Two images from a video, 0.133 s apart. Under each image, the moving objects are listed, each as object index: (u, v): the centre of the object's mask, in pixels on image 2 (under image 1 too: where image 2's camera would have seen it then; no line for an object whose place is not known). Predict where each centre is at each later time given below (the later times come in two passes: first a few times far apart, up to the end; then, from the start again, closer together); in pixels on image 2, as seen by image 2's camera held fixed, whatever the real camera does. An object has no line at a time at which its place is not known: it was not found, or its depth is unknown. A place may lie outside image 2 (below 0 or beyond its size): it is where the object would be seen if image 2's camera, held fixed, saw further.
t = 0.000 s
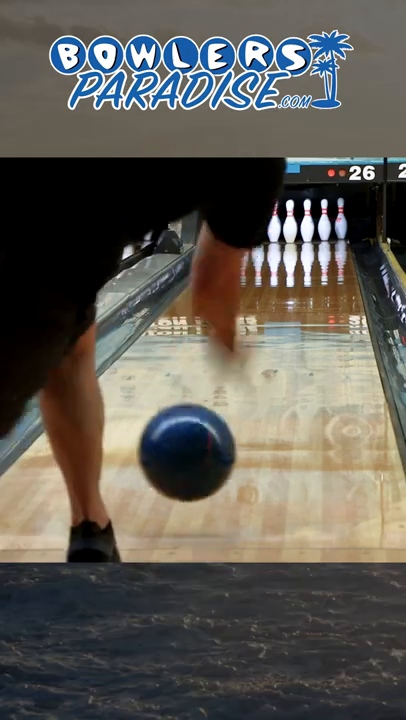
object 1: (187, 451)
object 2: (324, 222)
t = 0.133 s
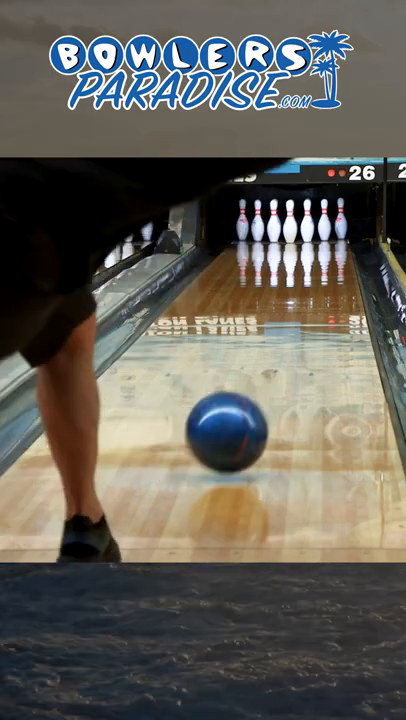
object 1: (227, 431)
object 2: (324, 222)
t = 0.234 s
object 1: (248, 407)
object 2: (324, 222)
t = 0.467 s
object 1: (285, 358)
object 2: (324, 224)
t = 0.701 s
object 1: (308, 325)
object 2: (324, 223)
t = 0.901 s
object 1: (321, 303)
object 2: (324, 222)
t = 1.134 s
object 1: (331, 282)
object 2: (324, 222)
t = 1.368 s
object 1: (335, 267)
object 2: (324, 222)
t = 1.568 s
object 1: (337, 257)
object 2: (324, 222)
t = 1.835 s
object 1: (333, 247)
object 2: (324, 219)
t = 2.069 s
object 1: (322, 239)
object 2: (324, 215)
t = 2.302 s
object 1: (305, 233)
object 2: (324, 222)
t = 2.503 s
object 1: (296, 230)
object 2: (341, 226)
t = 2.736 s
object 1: (287, 228)
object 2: (349, 228)
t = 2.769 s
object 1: (286, 229)
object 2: (347, 232)
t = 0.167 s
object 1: (234, 423)
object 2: (324, 222)
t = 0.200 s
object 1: (242, 417)
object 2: (324, 222)
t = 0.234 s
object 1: (248, 407)
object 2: (324, 222)
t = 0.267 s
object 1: (255, 399)
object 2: (324, 223)
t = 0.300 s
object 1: (261, 390)
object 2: (324, 223)
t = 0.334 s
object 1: (266, 383)
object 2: (324, 223)
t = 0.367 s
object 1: (271, 376)
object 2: (324, 223)
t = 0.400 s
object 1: (276, 369)
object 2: (324, 224)
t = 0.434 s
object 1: (281, 363)
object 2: (324, 224)
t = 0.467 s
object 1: (285, 358)
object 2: (324, 224)
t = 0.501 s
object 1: (289, 352)
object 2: (324, 224)
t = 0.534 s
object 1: (292, 347)
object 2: (324, 225)
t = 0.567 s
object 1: (296, 342)
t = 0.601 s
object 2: (324, 223)
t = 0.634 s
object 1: (302, 333)
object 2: (324, 223)
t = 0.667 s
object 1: (305, 329)
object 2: (324, 224)
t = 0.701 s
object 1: (308, 325)
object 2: (324, 223)
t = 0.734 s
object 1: (310, 321)
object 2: (324, 224)
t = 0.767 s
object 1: (313, 317)
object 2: (324, 223)
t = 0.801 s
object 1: (315, 313)
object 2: (324, 224)
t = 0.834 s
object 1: (317, 310)
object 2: (324, 223)
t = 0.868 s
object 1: (319, 306)
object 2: (324, 222)
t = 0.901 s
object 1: (321, 303)
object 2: (324, 222)
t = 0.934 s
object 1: (323, 299)
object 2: (324, 222)
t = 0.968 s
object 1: (324, 296)
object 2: (324, 222)
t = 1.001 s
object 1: (325, 293)
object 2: (324, 222)
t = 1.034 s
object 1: (327, 290)
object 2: (324, 222)
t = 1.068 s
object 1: (329, 288)
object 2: (324, 222)
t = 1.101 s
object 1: (330, 285)
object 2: (324, 222)
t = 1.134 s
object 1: (331, 282)
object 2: (324, 222)
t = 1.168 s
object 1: (332, 280)
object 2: (324, 222)
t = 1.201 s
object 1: (333, 277)
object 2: (324, 222)
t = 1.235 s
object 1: (334, 275)
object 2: (324, 222)
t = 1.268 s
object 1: (334, 273)
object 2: (324, 222)
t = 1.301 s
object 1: (335, 271)
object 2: (324, 222)
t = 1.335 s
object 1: (335, 269)
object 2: (324, 222)
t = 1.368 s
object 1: (335, 267)
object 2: (324, 222)
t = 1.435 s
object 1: (336, 264)
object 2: (324, 222)
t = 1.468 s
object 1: (337, 262)
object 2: (324, 222)
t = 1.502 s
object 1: (337, 260)
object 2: (324, 221)
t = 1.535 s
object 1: (336, 259)
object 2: (324, 222)
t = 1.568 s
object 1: (337, 257)
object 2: (324, 222)
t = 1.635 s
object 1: (337, 254)
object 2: (324, 222)
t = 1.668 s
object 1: (337, 253)
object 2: (324, 222)
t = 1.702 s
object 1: (336, 252)
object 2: (324, 221)
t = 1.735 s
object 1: (336, 251)
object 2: (324, 221)
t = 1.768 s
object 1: (335, 249)
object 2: (324, 221)
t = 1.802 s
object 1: (334, 248)
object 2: (324, 220)
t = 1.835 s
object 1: (333, 247)
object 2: (324, 219)
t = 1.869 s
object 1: (332, 245)
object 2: (324, 218)
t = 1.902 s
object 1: (331, 244)
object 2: (324, 218)
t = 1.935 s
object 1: (329, 243)
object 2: (324, 217)
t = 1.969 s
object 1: (328, 242)
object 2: (324, 216)
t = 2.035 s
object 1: (324, 240)
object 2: (324, 215)
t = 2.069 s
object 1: (322, 239)
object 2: (324, 215)
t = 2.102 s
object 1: (319, 238)
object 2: (324, 215)
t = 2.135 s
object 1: (317, 237)
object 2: (325, 215)
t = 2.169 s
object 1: (314, 236)
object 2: (325, 217)
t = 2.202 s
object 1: (312, 236)
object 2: (325, 219)
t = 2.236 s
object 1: (309, 235)
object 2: (324, 221)
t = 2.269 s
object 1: (306, 234)
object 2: (324, 221)
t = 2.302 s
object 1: (305, 233)
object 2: (324, 222)
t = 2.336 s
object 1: (301, 231)
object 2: (324, 221)
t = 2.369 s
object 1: (299, 231)
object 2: (324, 222)
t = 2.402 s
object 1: (299, 231)
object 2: (324, 222)
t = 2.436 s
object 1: (298, 230)
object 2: (324, 221)
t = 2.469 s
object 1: (297, 230)
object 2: (328, 220)
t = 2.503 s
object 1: (296, 230)
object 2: (341, 226)
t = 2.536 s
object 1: (296, 229)
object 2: (349, 221)
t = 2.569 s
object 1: (295, 229)
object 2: (360, 221)
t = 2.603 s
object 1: (293, 228)
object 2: (356, 224)
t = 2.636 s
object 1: (292, 228)
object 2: (352, 224)
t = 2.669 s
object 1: (290, 228)
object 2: (353, 223)
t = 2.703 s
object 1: (289, 227)
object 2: (351, 225)
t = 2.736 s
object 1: (287, 228)
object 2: (349, 228)
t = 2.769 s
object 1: (286, 229)
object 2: (347, 232)
